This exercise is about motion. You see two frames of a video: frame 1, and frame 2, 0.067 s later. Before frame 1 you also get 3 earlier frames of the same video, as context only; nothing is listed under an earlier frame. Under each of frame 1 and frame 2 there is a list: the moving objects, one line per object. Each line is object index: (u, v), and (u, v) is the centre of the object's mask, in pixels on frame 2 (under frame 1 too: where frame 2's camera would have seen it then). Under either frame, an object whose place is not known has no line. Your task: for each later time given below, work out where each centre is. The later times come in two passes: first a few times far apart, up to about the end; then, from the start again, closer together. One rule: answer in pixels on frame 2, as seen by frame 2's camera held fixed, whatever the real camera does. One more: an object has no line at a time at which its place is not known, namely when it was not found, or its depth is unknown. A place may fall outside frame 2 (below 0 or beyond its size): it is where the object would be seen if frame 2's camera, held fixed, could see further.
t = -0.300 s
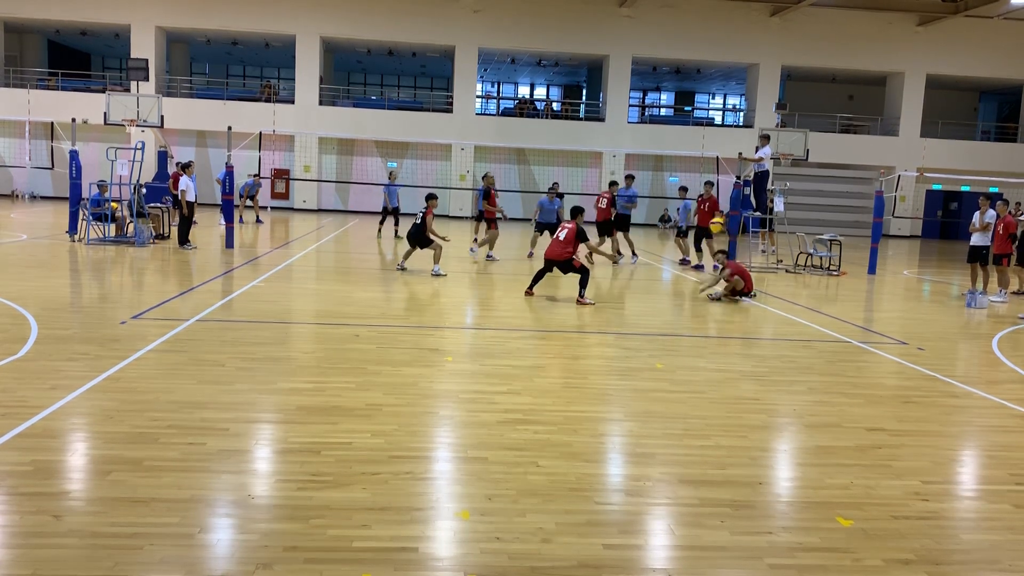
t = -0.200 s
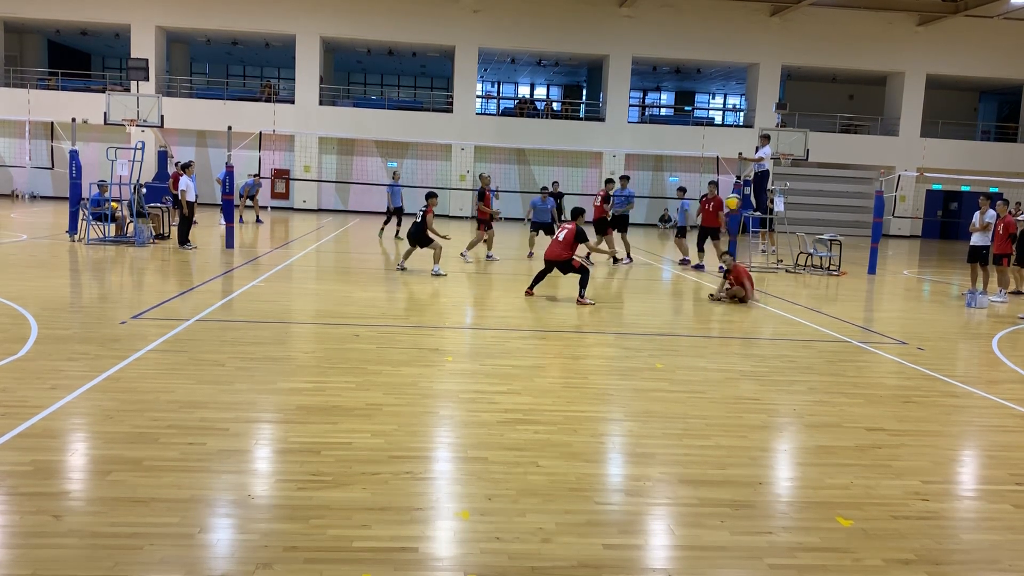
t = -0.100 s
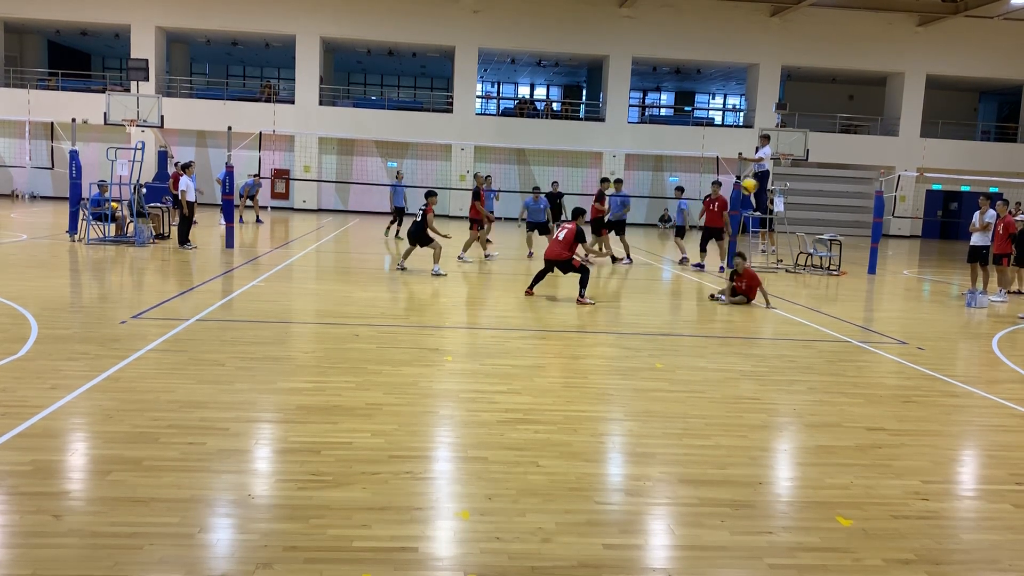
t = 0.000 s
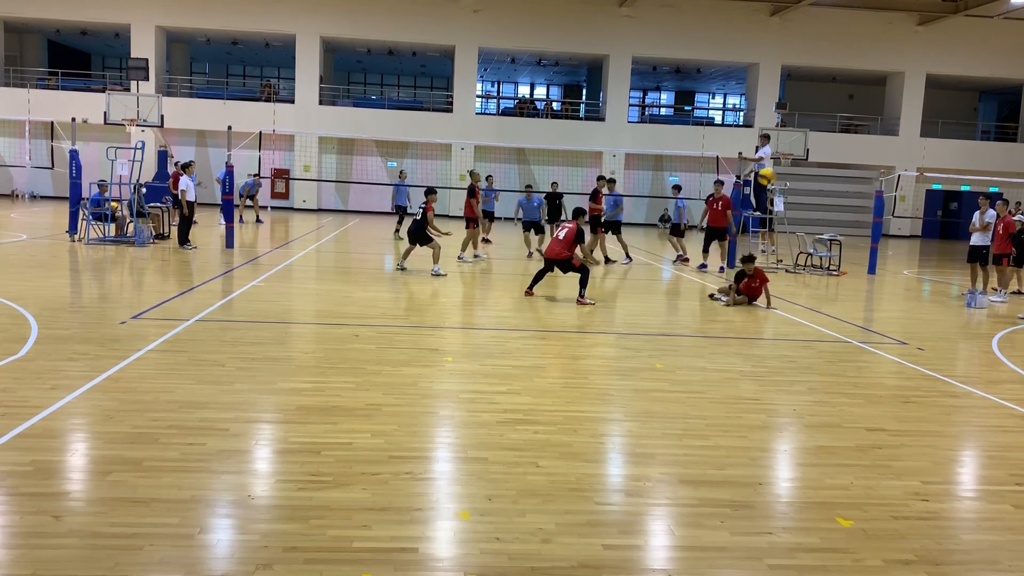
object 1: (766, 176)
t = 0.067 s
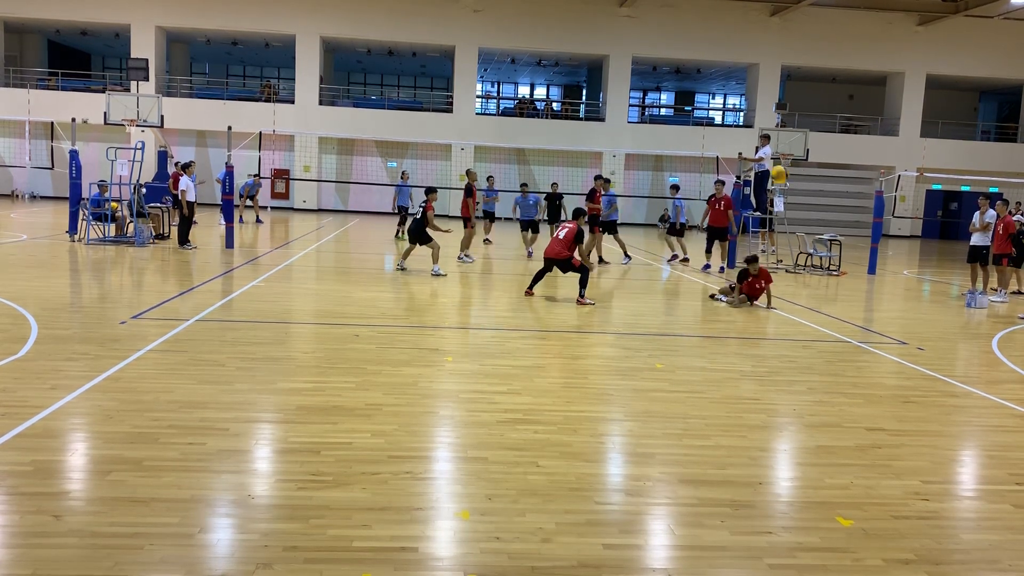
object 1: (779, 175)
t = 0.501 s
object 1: (869, 275)
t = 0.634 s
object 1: (901, 362)
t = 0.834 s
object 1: (980, 341)
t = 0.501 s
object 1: (869, 275)
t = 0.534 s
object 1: (878, 294)
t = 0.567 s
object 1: (886, 315)
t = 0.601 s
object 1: (894, 337)
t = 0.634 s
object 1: (901, 362)
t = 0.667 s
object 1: (910, 390)
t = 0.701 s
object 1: (922, 390)
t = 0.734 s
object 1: (935, 376)
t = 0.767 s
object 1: (950, 363)
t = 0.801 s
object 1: (965, 352)
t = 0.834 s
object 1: (980, 341)
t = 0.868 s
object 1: (995, 331)
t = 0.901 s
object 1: (1012, 322)
